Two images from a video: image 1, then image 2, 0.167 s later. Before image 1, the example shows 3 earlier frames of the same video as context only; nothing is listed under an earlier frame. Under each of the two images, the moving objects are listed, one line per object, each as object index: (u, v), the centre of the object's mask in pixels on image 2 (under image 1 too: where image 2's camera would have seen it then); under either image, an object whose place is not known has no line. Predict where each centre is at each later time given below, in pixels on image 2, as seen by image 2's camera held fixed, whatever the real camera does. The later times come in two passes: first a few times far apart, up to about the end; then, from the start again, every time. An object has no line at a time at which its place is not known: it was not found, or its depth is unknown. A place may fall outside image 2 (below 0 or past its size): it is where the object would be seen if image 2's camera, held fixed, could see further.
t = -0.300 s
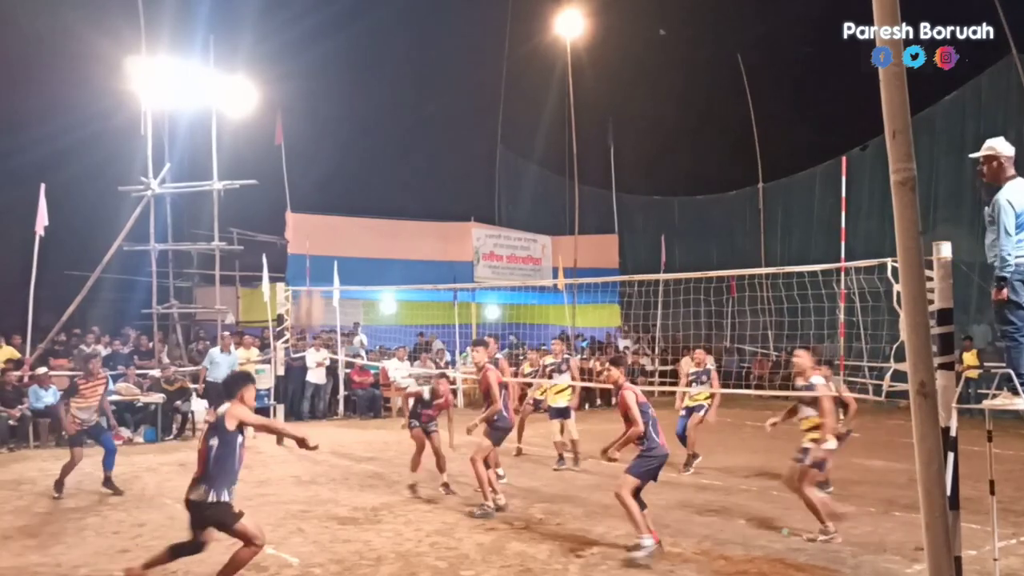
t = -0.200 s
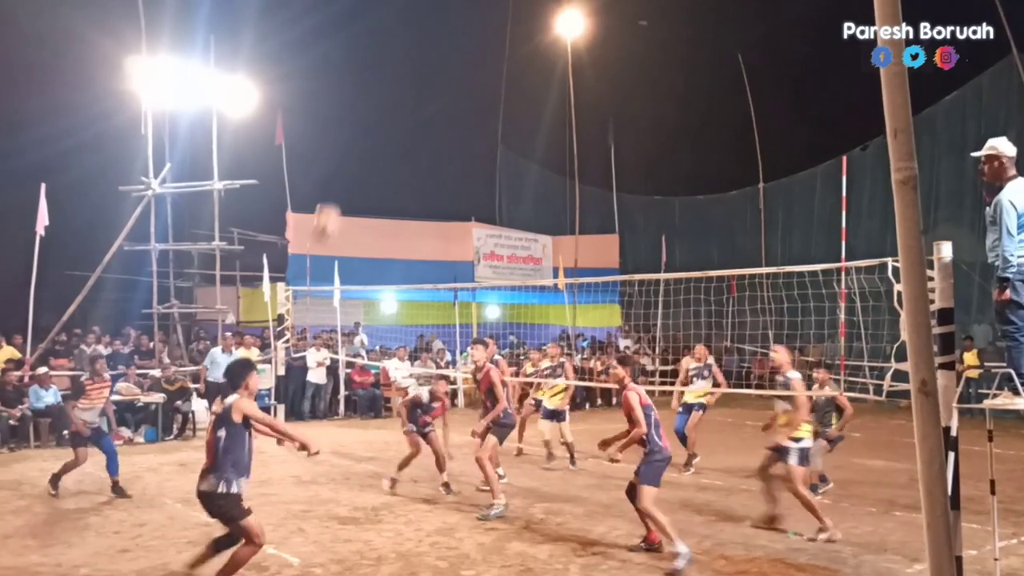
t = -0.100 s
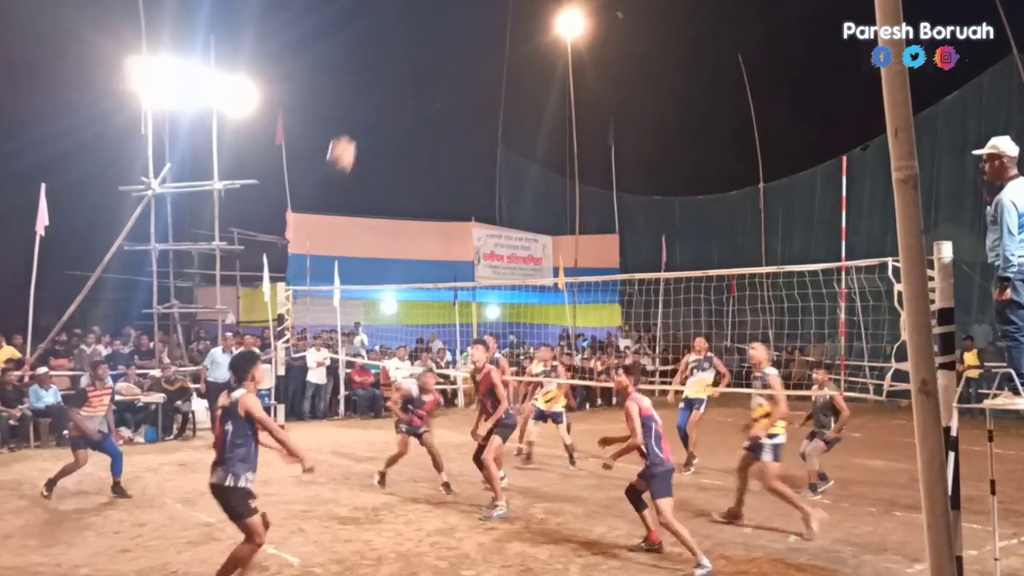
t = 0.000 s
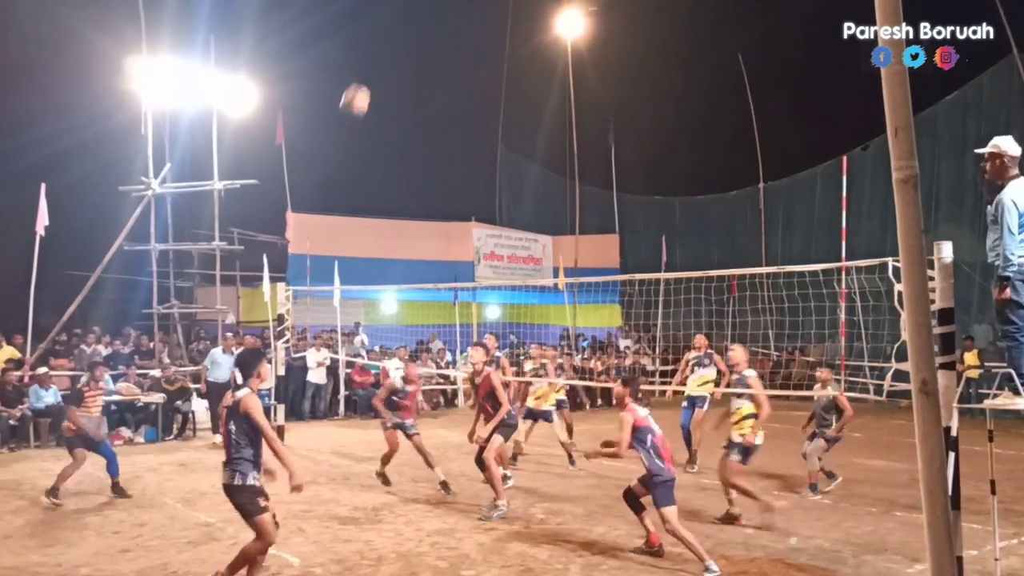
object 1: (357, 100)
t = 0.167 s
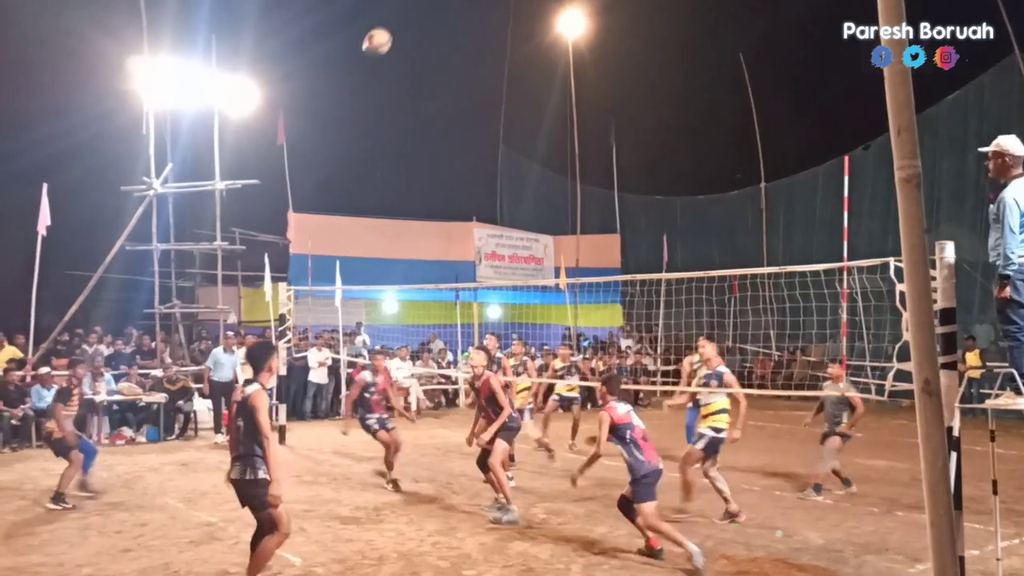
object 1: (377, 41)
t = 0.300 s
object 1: (392, 19)
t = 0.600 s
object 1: (422, 37)
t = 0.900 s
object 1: (447, 141)
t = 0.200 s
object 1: (381, 34)
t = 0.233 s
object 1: (385, 28)
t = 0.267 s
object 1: (389, 23)
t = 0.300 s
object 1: (392, 19)
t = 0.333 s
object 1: (396, 16)
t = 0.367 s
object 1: (399, 15)
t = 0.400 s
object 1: (403, 15)
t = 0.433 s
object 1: (406, 15)
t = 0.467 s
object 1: (409, 18)
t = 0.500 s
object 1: (412, 21)
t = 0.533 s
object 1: (416, 26)
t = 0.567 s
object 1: (419, 31)
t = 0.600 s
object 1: (422, 37)
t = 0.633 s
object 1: (425, 45)
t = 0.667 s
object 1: (428, 54)
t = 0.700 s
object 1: (431, 63)
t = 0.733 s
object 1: (434, 74)
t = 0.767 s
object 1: (437, 85)
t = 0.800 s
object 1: (439, 98)
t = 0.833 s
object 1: (442, 111)
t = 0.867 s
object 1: (445, 125)
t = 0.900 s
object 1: (447, 141)
